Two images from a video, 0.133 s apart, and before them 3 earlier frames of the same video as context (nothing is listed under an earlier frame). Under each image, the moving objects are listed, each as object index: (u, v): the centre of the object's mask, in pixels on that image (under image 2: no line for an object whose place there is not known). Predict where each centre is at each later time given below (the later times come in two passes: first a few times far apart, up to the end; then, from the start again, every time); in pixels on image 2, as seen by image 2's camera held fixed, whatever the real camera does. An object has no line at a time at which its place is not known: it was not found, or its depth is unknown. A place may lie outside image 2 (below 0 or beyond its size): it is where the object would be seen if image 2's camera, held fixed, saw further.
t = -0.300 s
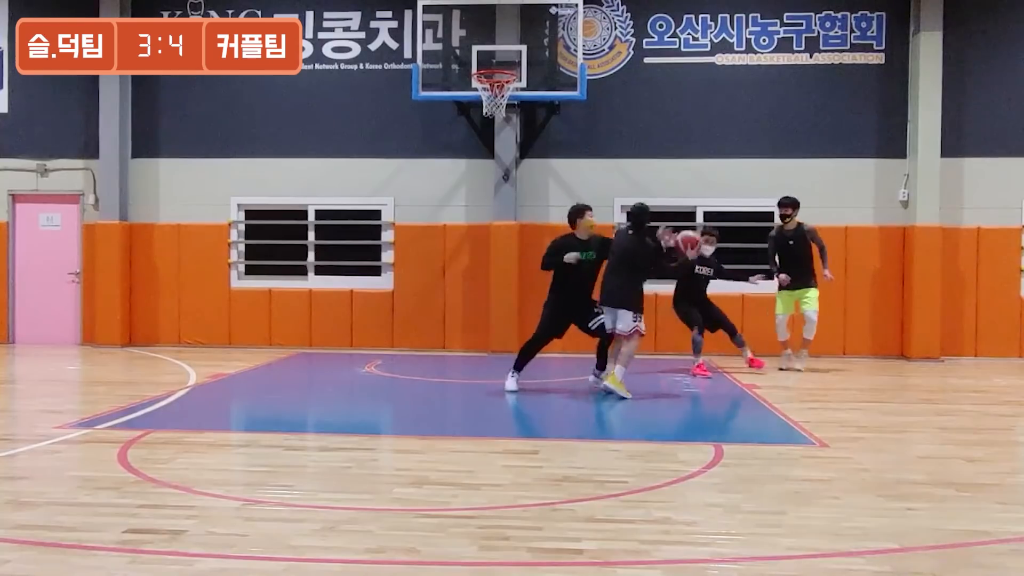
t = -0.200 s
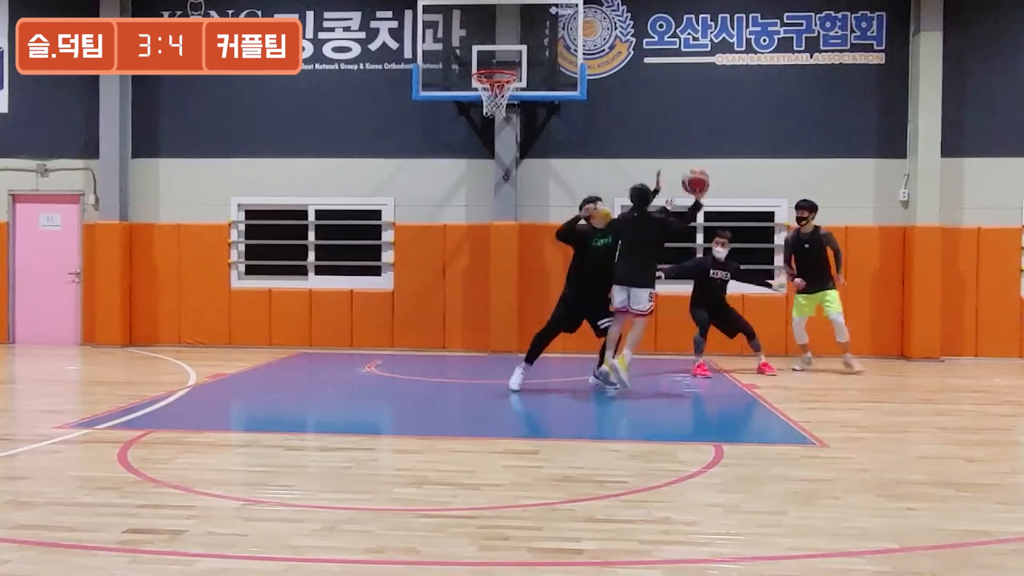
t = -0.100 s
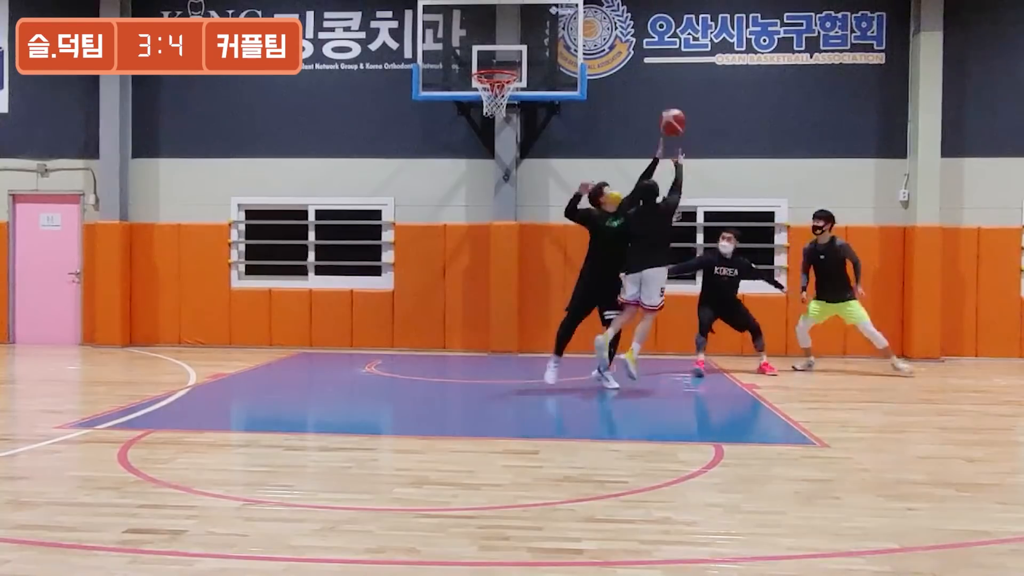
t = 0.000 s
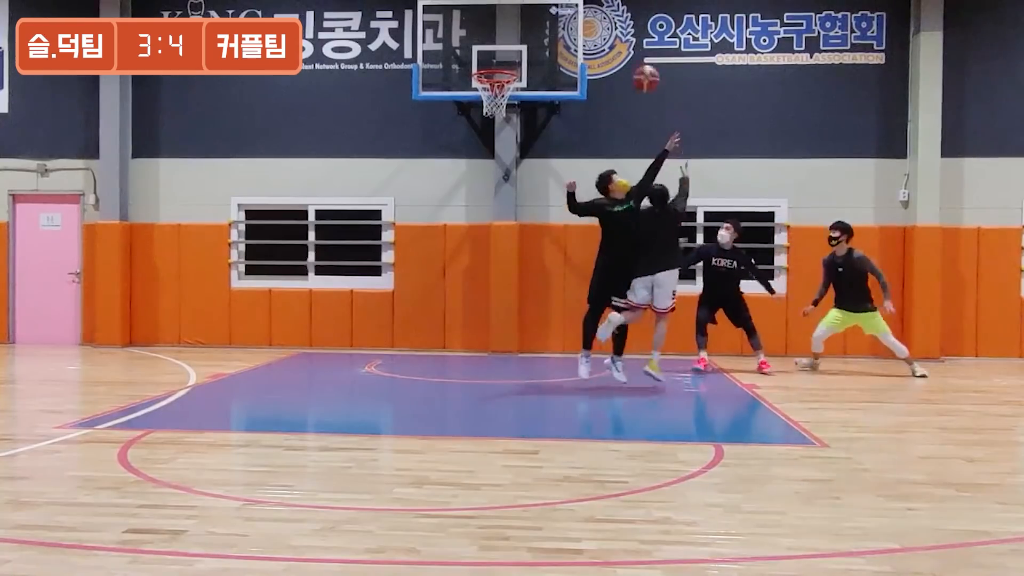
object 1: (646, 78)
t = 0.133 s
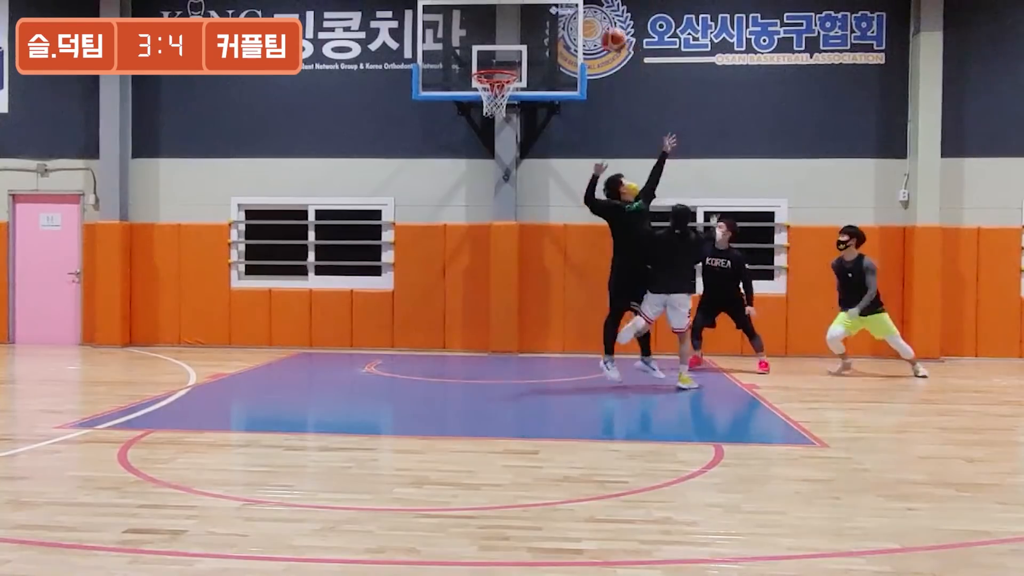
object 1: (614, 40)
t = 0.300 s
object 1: (578, 20)
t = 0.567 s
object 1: (526, 40)
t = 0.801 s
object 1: (496, 77)
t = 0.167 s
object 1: (606, 34)
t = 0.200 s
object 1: (599, 27)
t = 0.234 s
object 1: (591, 25)
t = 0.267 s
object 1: (585, 22)
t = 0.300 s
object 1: (578, 20)
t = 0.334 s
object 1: (571, 19)
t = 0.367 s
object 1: (563, 20)
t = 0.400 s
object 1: (556, 20)
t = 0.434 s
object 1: (550, 23)
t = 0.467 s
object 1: (543, 26)
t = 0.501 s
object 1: (536, 31)
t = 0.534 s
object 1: (530, 35)
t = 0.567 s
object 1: (526, 40)
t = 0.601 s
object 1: (522, 43)
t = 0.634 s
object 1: (518, 48)
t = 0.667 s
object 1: (513, 54)
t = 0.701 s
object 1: (509, 60)
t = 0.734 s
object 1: (507, 65)
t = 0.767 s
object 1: (505, 71)
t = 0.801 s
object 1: (496, 77)
